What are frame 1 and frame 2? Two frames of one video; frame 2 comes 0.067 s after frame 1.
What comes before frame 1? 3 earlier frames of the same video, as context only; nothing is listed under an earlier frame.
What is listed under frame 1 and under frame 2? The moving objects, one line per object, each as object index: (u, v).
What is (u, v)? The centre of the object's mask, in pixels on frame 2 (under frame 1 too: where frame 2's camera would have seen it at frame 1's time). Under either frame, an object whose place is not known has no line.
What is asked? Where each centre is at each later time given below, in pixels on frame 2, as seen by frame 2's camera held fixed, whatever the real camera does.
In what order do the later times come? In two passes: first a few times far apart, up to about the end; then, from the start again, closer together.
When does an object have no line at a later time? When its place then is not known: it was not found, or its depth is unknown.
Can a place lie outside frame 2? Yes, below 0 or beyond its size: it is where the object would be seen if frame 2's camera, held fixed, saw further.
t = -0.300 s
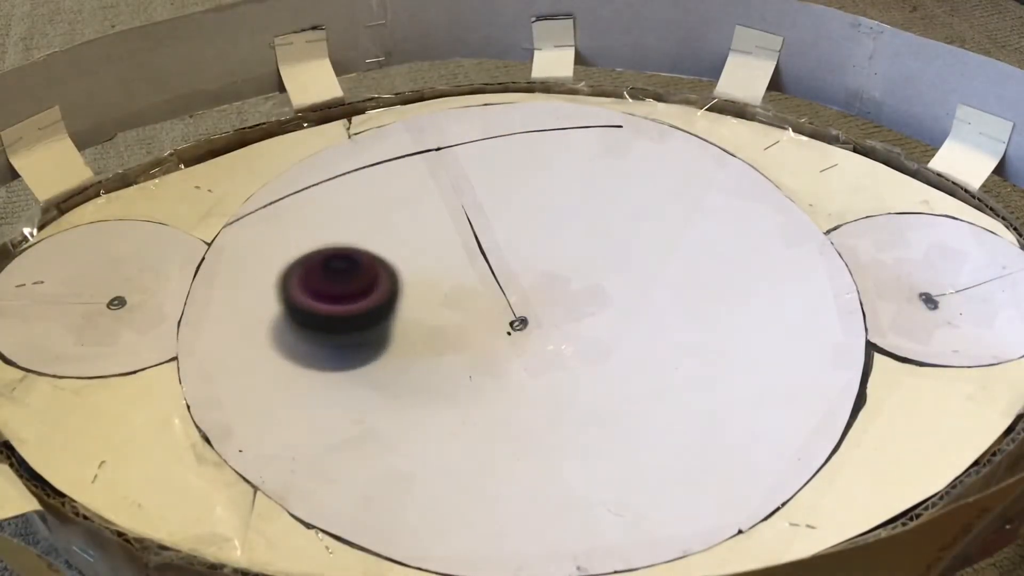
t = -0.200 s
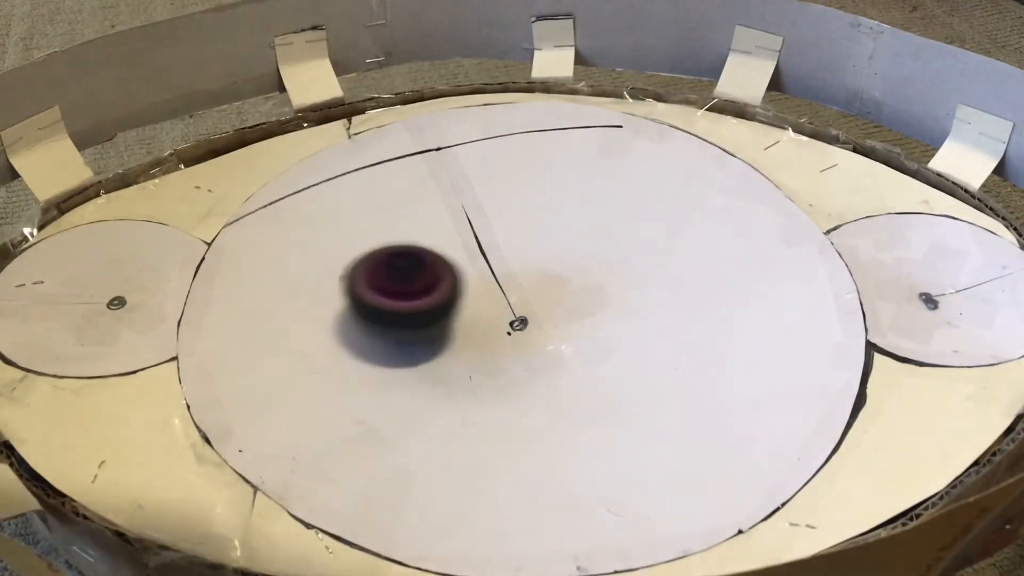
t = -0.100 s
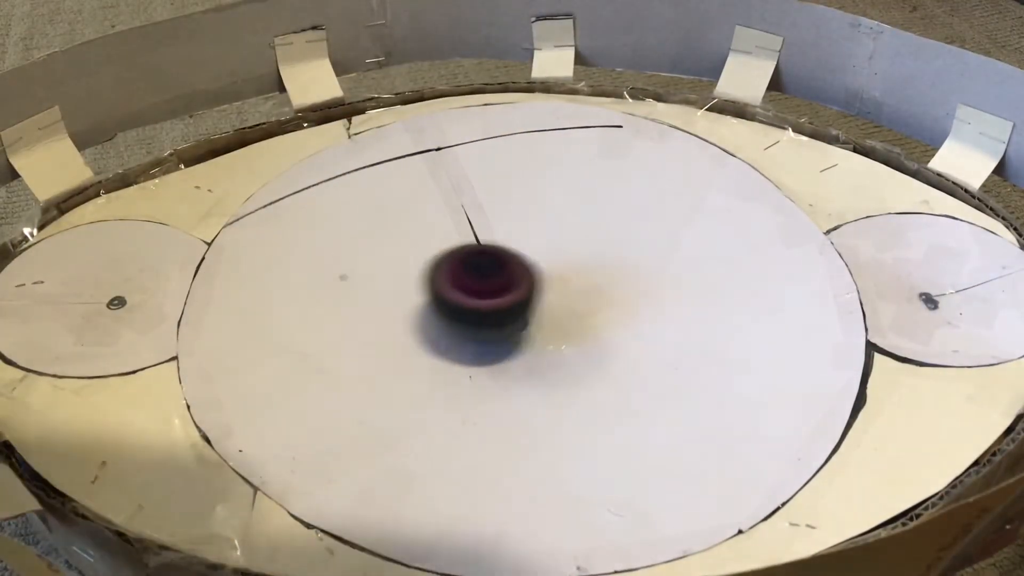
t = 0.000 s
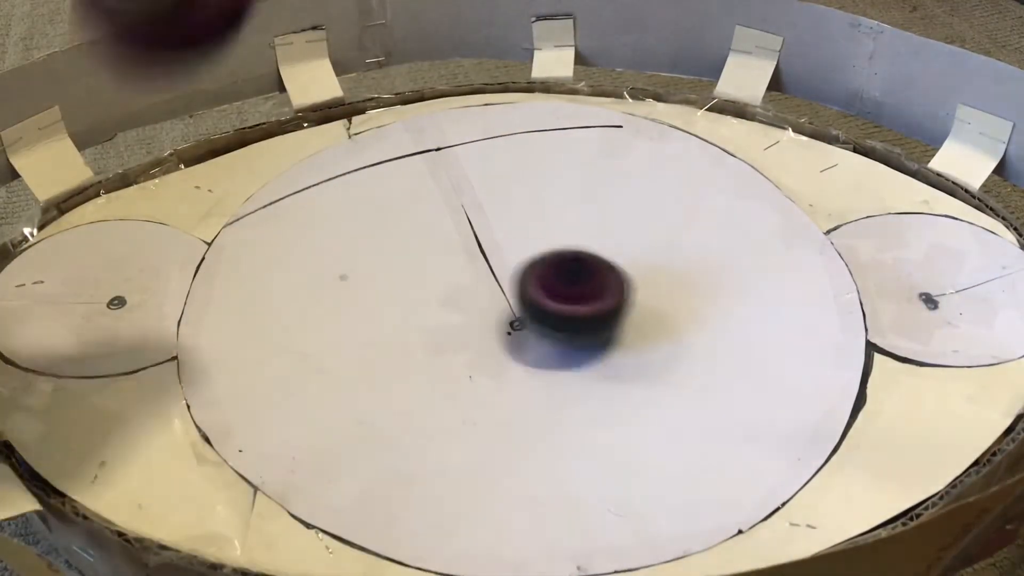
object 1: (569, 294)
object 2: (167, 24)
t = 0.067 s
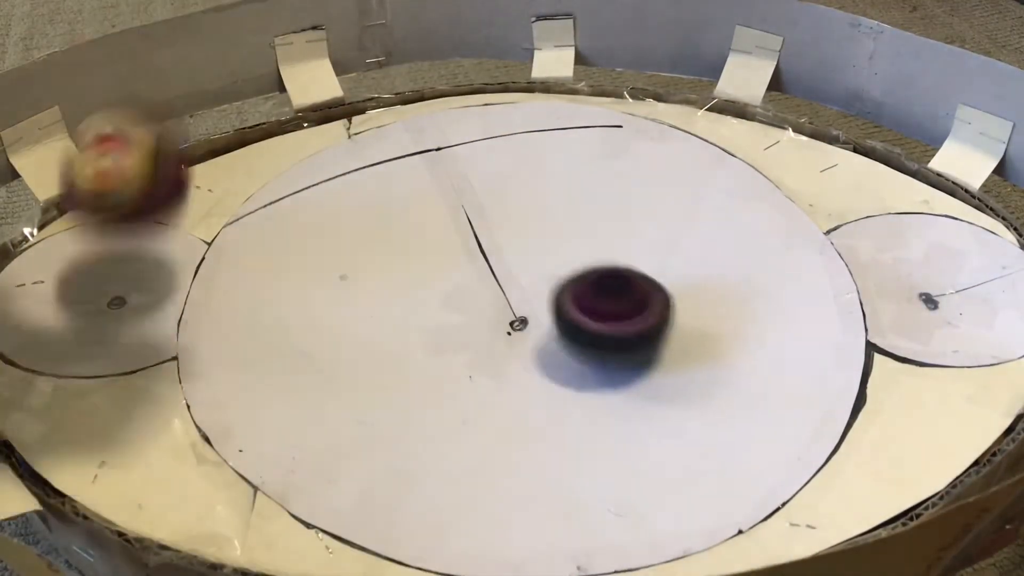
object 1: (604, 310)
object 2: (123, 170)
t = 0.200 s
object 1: (631, 362)
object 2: (96, 190)
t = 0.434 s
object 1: (565, 379)
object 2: (362, 371)
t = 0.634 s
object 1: (999, 333)
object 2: (352, 446)
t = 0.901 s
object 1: (929, 216)
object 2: (595, 470)
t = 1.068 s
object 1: (981, 235)
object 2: (582, 238)
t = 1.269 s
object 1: (998, 279)
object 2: (269, 169)
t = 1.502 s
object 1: (983, 293)
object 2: (18, 282)
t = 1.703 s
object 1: (920, 234)
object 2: (255, 391)
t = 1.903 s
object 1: (947, 189)
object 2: (635, 354)
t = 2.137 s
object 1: (920, 231)
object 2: (819, 159)
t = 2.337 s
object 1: (866, 214)
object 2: (813, 134)
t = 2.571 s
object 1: (801, 364)
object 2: (708, 85)
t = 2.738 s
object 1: (657, 497)
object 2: (583, 110)
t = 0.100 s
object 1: (620, 323)
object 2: (120, 236)
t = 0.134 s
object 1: (632, 338)
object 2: (105, 196)
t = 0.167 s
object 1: (634, 351)
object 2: (97, 184)
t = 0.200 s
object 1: (631, 362)
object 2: (96, 190)
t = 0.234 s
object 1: (621, 369)
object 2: (104, 219)
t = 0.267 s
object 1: (613, 375)
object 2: (117, 276)
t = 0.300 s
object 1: (604, 380)
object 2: (145, 319)
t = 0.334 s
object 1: (597, 381)
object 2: (191, 300)
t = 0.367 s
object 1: (592, 383)
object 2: (243, 311)
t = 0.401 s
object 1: (577, 380)
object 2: (297, 349)
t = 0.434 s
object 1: (565, 379)
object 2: (362, 371)
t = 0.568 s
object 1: (874, 343)
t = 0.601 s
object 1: (961, 343)
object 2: (340, 430)
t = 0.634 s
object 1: (999, 333)
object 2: (352, 446)
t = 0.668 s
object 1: (993, 305)
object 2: (377, 466)
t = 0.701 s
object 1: (982, 273)
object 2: (407, 489)
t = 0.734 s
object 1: (970, 257)
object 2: (443, 508)
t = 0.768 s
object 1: (955, 244)
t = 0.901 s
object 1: (929, 216)
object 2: (595, 470)
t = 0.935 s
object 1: (932, 219)
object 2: (642, 397)
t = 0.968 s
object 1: (943, 223)
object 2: (647, 354)
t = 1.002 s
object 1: (956, 227)
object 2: (638, 312)
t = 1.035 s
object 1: (970, 231)
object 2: (617, 271)
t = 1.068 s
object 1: (981, 235)
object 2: (582, 238)
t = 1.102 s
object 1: (990, 240)
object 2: (541, 212)
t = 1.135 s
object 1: (997, 247)
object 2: (490, 191)
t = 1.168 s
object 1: (1004, 252)
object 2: (438, 178)
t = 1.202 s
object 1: (1004, 260)
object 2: (383, 172)
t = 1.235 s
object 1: (1001, 271)
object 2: (326, 171)
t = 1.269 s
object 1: (998, 279)
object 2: (269, 169)
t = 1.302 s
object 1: (997, 287)
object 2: (212, 174)
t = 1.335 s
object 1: (996, 291)
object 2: (160, 194)
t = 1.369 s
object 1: (994, 295)
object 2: (121, 189)
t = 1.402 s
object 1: (993, 298)
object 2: (78, 207)
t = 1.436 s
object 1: (991, 299)
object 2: (39, 224)
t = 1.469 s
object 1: (988, 298)
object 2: (19, 246)
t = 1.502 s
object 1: (983, 293)
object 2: (18, 282)
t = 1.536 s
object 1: (978, 289)
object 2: (31, 338)
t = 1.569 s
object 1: (971, 283)
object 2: (46, 355)
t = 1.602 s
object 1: (959, 274)
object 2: (71, 373)
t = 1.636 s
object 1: (941, 263)
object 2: (123, 384)
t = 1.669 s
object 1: (928, 253)
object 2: (188, 391)
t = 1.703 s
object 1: (920, 234)
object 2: (255, 391)
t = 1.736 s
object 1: (919, 219)
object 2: (329, 392)
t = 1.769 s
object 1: (921, 206)
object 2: (395, 396)
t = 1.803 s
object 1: (928, 195)
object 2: (460, 393)
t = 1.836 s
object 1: (936, 189)
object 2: (522, 390)
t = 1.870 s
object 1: (943, 187)
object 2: (582, 375)
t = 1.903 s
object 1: (947, 189)
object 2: (635, 354)
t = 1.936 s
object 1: (948, 193)
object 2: (682, 323)
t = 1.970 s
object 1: (948, 198)
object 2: (720, 294)
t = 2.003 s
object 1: (945, 206)
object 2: (750, 265)
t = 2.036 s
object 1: (940, 215)
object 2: (778, 235)
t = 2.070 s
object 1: (934, 222)
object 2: (797, 208)
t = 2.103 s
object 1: (927, 227)
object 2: (809, 180)
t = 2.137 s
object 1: (920, 231)
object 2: (819, 159)
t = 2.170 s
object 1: (913, 233)
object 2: (834, 144)
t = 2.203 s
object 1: (905, 234)
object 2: (855, 134)
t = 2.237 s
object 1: (896, 231)
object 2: (868, 120)
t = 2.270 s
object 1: (887, 228)
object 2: (843, 125)
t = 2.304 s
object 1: (876, 223)
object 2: (823, 131)
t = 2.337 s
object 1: (866, 214)
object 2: (813, 134)
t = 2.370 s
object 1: (855, 209)
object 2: (808, 135)
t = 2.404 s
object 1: (857, 230)
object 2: (803, 118)
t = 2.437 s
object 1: (852, 252)
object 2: (800, 99)
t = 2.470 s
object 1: (842, 277)
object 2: (787, 86)
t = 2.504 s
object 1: (830, 306)
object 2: (768, 86)
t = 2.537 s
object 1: (817, 335)
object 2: (743, 83)
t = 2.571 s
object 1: (801, 364)
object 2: (708, 85)
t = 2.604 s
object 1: (781, 392)
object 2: (680, 89)
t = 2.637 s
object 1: (758, 423)
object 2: (659, 95)
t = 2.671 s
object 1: (728, 452)
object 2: (636, 100)
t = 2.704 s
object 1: (695, 475)
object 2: (612, 104)
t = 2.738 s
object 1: (657, 497)
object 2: (583, 110)
